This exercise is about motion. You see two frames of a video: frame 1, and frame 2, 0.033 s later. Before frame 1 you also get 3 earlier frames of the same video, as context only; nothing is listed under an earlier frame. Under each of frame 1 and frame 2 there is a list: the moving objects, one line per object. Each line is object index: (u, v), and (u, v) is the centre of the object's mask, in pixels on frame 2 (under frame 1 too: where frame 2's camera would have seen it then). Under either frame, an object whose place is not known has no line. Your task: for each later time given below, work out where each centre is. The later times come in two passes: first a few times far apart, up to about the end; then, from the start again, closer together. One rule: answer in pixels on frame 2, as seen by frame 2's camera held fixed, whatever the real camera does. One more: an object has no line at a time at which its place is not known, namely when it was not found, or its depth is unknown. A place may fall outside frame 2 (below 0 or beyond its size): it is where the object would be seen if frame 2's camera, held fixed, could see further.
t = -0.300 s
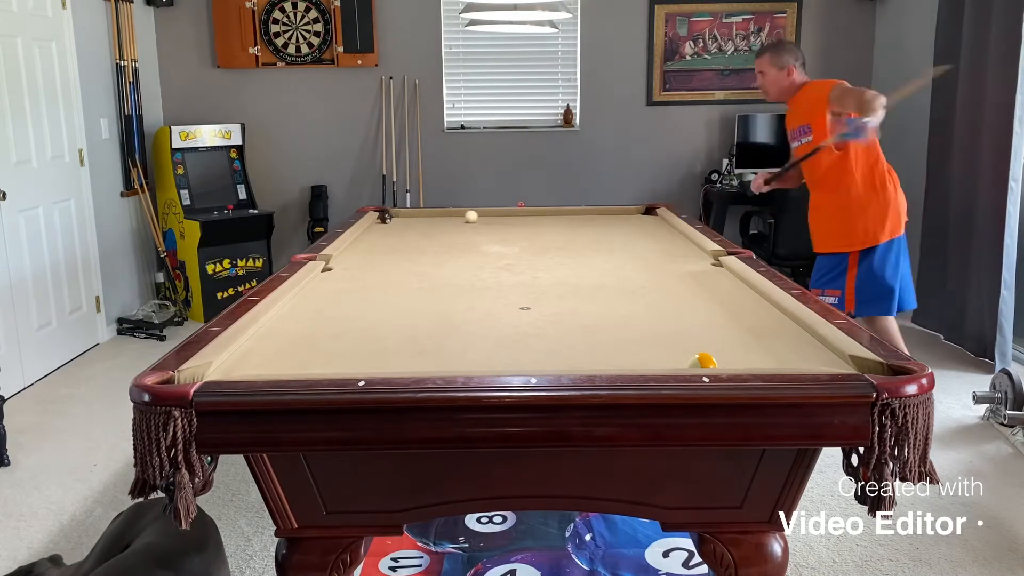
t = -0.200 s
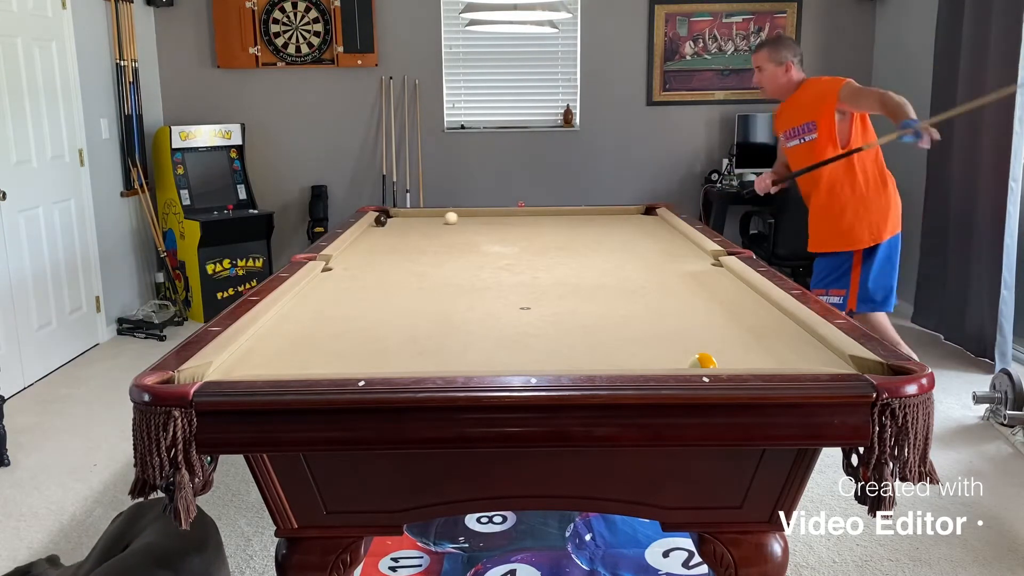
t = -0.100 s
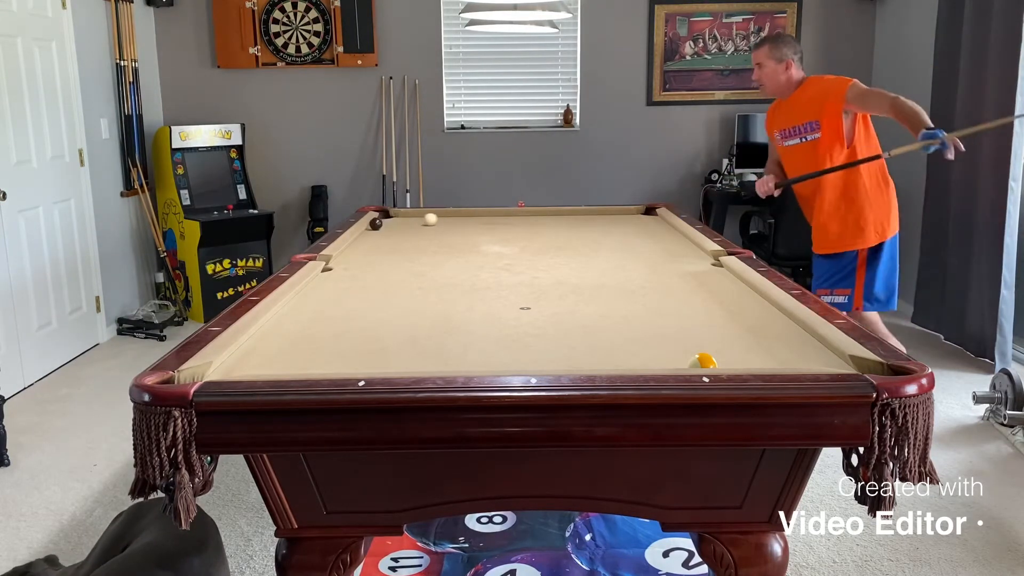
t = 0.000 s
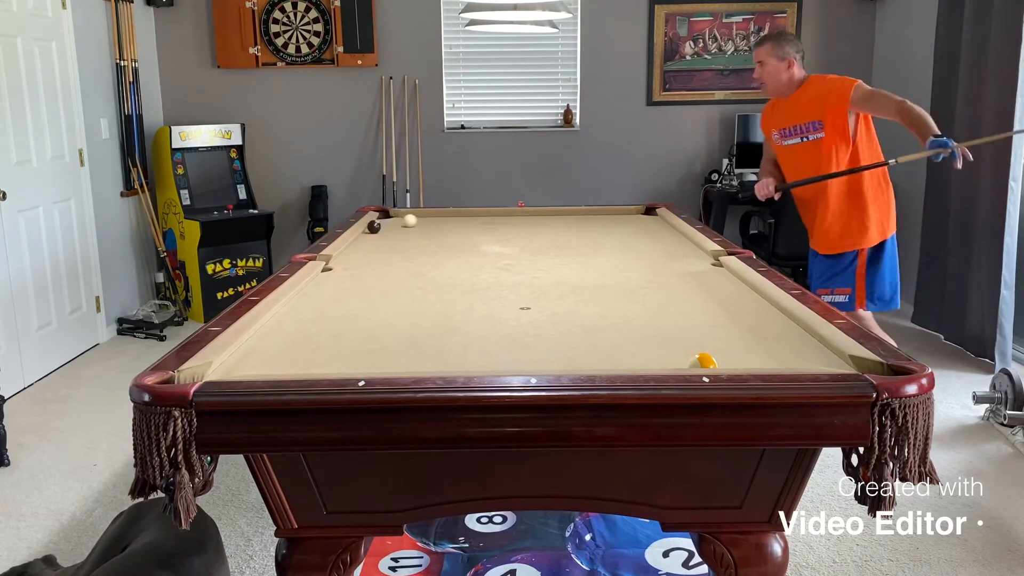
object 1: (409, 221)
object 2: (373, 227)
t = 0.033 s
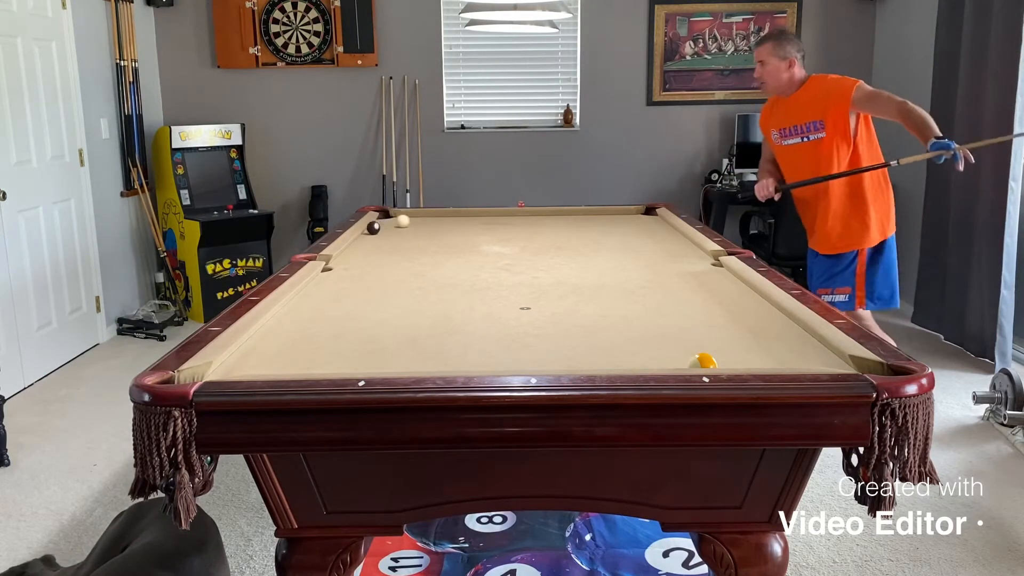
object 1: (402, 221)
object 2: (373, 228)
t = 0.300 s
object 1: (388, 227)
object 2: (368, 237)
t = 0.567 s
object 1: (408, 234)
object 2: (363, 247)
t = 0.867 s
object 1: (433, 244)
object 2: (355, 259)
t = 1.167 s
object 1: (461, 254)
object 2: (347, 274)
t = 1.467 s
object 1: (492, 265)
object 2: (338, 290)
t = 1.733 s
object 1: (523, 277)
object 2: (328, 306)
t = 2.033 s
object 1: (561, 291)
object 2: (316, 328)
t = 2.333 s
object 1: (605, 307)
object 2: (302, 353)
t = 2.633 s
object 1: (655, 324)
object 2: (297, 364)
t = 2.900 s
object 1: (707, 342)
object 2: (314, 350)
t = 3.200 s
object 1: (770, 360)
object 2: (329, 334)
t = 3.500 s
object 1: (811, 352)
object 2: (340, 321)
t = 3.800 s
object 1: (787, 339)
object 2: (350, 309)
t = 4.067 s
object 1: (751, 329)
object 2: (357, 301)
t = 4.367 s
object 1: (714, 320)
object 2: (364, 293)
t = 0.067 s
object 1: (396, 222)
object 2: (372, 229)
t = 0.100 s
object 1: (389, 222)
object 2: (372, 230)
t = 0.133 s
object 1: (382, 223)
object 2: (371, 231)
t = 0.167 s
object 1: (377, 222)
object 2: (370, 232)
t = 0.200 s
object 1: (380, 224)
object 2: (370, 233)
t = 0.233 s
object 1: (382, 225)
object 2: (369, 234)
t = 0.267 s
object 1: (385, 226)
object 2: (369, 235)
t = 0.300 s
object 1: (388, 227)
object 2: (368, 237)
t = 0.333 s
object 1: (390, 228)
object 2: (367, 238)
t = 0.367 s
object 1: (393, 229)
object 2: (367, 239)
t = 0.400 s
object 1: (395, 230)
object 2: (366, 240)
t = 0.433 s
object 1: (398, 231)
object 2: (366, 241)
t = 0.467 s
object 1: (400, 231)
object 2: (365, 243)
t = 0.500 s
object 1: (403, 233)
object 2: (364, 244)
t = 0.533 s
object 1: (405, 234)
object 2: (363, 245)
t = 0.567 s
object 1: (408, 234)
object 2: (363, 247)
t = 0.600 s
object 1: (411, 235)
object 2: (362, 248)
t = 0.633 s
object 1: (413, 236)
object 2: (361, 249)
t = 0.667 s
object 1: (416, 238)
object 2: (360, 251)
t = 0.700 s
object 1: (419, 238)
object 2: (360, 252)
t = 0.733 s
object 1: (422, 239)
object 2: (359, 254)
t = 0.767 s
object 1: (425, 240)
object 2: (358, 255)
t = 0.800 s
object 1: (427, 241)
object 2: (357, 257)
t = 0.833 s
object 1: (430, 243)
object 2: (356, 258)
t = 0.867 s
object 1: (433, 244)
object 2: (355, 259)
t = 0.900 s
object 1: (436, 245)
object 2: (355, 261)
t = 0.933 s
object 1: (439, 246)
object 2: (354, 263)
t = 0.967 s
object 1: (442, 247)
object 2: (353, 264)
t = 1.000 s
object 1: (445, 248)
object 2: (352, 266)
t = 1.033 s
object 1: (448, 249)
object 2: (351, 267)
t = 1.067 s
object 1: (451, 250)
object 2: (350, 269)
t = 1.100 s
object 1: (455, 252)
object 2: (349, 271)
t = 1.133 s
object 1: (458, 253)
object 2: (348, 272)
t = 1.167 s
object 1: (461, 254)
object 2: (347, 274)
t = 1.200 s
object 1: (464, 255)
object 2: (346, 276)
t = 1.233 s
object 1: (468, 256)
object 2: (345, 277)
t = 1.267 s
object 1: (471, 257)
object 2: (344, 279)
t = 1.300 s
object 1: (474, 259)
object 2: (343, 281)
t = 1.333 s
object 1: (478, 260)
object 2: (342, 283)
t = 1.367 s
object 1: (481, 262)
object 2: (341, 285)
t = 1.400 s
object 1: (485, 263)
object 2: (340, 286)
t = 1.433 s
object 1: (488, 264)
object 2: (339, 288)
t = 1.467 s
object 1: (492, 265)
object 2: (338, 290)
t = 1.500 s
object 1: (496, 267)
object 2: (337, 292)
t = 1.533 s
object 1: (500, 268)
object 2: (335, 294)
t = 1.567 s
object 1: (503, 270)
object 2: (334, 296)
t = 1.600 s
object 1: (507, 271)
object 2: (333, 298)
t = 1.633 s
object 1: (511, 272)
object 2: (332, 300)
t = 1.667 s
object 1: (515, 274)
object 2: (331, 302)
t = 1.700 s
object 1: (519, 275)
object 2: (329, 304)
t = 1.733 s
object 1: (523, 277)
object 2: (328, 306)
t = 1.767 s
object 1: (527, 278)
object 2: (327, 309)
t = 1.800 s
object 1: (531, 280)
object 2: (326, 311)
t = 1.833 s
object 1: (535, 281)
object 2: (324, 313)
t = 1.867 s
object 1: (539, 283)
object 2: (323, 316)
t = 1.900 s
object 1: (544, 284)
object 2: (322, 318)
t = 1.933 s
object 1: (548, 286)
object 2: (320, 321)
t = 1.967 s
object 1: (553, 288)
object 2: (319, 323)
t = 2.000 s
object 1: (557, 289)
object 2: (317, 326)
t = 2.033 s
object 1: (561, 291)
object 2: (316, 328)
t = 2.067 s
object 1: (566, 292)
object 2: (315, 330)
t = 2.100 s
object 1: (570, 294)
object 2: (313, 333)
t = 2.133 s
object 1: (576, 296)
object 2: (312, 336)
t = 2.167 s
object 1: (581, 298)
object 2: (310, 339)
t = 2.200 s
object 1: (585, 300)
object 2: (308, 342)
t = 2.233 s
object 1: (590, 301)
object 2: (307, 344)
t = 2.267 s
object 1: (595, 303)
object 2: (305, 347)
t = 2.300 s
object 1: (600, 305)
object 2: (304, 350)
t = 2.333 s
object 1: (605, 307)
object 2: (302, 353)
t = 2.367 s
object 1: (610, 309)
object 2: (300, 356)
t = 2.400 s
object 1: (616, 311)
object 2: (298, 359)
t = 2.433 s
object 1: (621, 312)
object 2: (297, 361)
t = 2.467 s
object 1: (626, 314)
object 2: (295, 363)
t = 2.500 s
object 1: (632, 316)
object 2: (293, 365)
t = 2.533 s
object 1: (638, 318)
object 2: (291, 366)
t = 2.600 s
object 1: (649, 322)
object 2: (295, 365)
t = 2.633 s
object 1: (655, 324)
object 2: (297, 364)
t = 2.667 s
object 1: (661, 326)
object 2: (299, 362)
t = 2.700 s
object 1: (667, 329)
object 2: (301, 361)
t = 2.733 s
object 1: (674, 331)
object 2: (304, 360)
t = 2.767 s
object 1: (680, 333)
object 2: (306, 358)
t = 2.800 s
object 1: (686, 336)
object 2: (308, 356)
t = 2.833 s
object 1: (692, 338)
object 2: (310, 354)
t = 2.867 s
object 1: (699, 340)
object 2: (312, 352)
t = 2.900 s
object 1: (707, 342)
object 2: (314, 350)
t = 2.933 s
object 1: (714, 344)
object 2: (316, 348)
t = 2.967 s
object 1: (721, 347)
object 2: (318, 346)
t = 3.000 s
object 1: (727, 350)
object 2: (319, 344)
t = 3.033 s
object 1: (734, 351)
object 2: (321, 342)
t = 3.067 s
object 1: (741, 354)
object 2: (323, 340)
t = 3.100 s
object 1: (748, 356)
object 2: (324, 339)
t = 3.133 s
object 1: (756, 357)
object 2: (326, 337)
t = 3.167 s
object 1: (763, 358)
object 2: (328, 335)
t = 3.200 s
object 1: (770, 360)
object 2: (329, 334)
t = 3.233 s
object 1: (779, 361)
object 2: (331, 332)
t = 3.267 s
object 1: (782, 360)
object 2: (332, 331)
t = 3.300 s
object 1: (786, 359)
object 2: (333, 329)
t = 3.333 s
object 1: (791, 358)
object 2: (334, 328)
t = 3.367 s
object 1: (795, 357)
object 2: (336, 326)
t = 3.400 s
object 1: (799, 356)
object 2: (337, 325)
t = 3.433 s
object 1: (803, 355)
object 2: (338, 323)
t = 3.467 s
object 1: (807, 354)
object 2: (339, 322)
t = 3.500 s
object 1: (811, 352)
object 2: (340, 321)
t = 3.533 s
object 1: (814, 350)
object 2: (341, 319)
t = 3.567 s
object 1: (818, 348)
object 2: (343, 318)
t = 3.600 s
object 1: (818, 347)
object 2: (344, 317)
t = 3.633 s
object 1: (814, 345)
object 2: (345, 315)
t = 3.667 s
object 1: (808, 344)
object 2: (346, 314)
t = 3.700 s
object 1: (802, 343)
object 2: (347, 313)
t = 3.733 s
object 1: (797, 341)
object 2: (348, 312)
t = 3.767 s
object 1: (792, 340)
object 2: (349, 311)
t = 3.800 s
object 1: (787, 339)
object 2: (350, 309)
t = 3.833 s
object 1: (782, 338)
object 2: (351, 308)
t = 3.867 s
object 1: (778, 337)
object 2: (352, 307)
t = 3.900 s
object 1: (773, 335)
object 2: (353, 306)
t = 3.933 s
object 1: (768, 334)
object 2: (353, 305)
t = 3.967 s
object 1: (764, 333)
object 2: (354, 304)
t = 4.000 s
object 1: (759, 332)
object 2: (355, 303)
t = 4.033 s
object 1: (755, 330)
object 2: (356, 302)
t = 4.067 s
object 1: (751, 329)
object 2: (357, 301)
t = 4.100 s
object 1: (746, 328)
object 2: (358, 300)
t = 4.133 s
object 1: (742, 327)
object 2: (359, 299)
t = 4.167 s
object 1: (738, 326)
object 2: (359, 298)
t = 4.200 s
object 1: (733, 325)
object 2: (360, 297)
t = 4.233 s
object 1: (729, 324)
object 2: (361, 297)
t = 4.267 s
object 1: (726, 323)
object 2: (362, 296)
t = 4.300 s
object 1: (722, 322)
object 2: (363, 295)
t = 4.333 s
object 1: (718, 321)
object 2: (363, 294)
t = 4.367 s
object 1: (714, 320)
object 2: (364, 293)
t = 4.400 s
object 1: (711, 319)
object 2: (365, 292)
